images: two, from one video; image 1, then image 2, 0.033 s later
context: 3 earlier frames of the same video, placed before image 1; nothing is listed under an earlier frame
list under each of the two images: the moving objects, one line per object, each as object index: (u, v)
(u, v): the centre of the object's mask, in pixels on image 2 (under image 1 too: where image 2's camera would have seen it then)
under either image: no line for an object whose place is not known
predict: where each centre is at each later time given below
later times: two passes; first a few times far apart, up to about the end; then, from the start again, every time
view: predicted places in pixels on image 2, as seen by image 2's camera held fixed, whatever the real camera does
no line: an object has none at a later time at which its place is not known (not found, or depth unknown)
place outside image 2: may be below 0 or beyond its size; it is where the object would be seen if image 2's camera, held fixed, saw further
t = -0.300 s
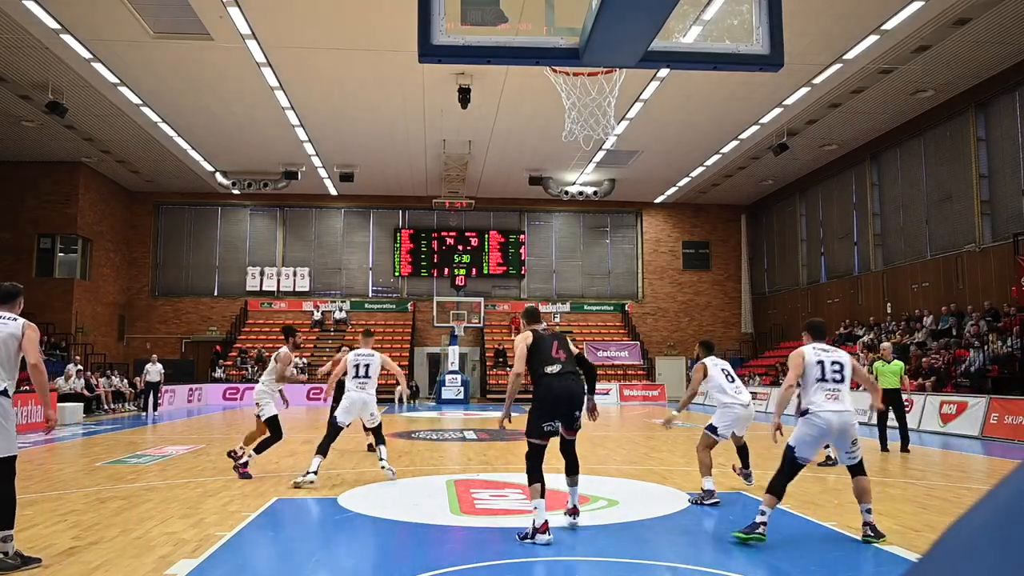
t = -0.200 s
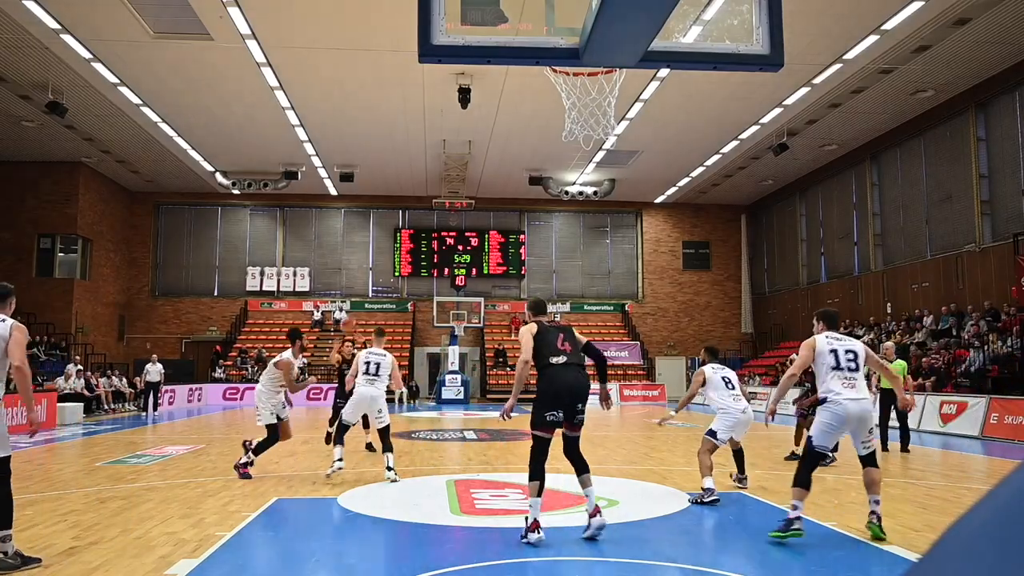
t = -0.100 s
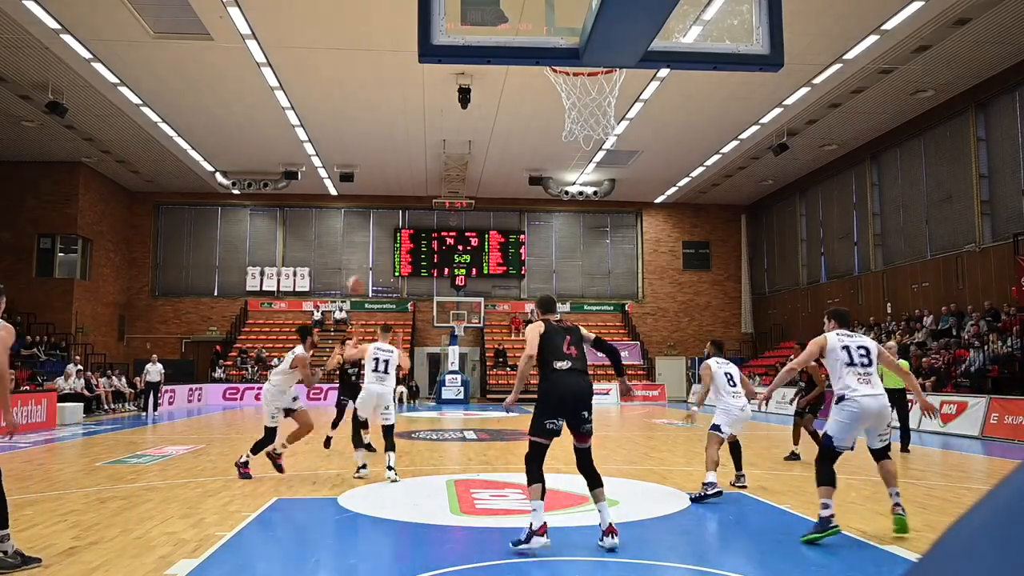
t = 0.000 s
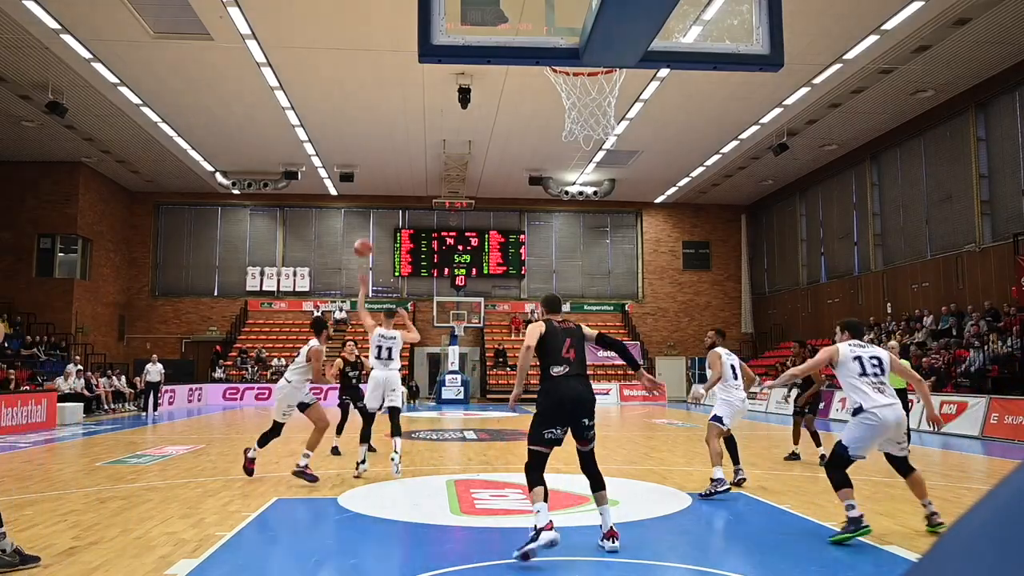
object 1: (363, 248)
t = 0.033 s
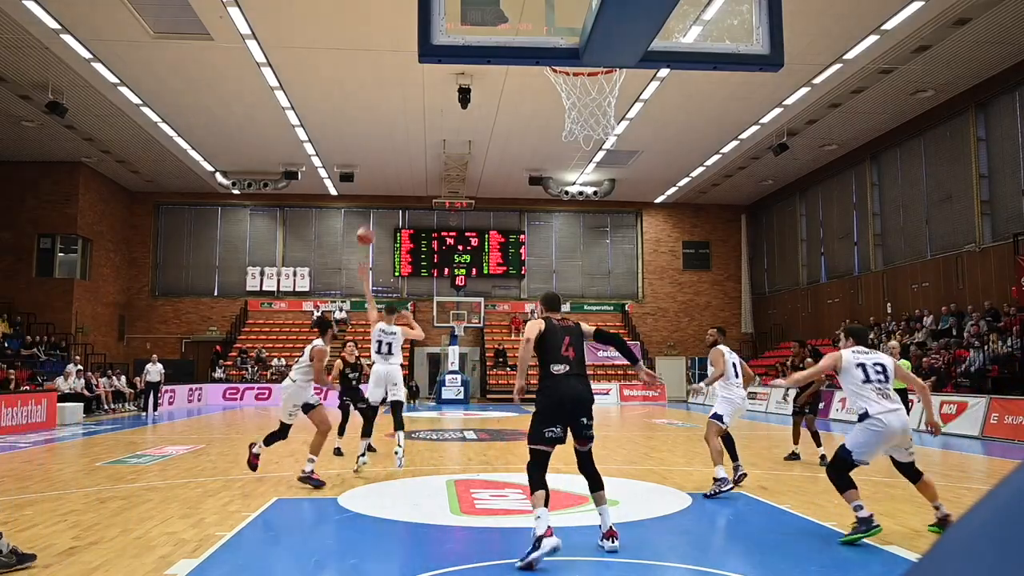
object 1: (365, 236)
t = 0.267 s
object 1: (387, 164)
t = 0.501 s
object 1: (418, 117)
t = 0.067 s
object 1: (369, 224)
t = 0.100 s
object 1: (372, 213)
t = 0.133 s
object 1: (374, 202)
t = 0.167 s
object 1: (378, 193)
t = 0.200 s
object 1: (380, 182)
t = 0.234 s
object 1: (384, 173)
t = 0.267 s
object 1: (387, 164)
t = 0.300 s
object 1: (391, 156)
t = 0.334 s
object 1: (395, 147)
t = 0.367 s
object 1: (399, 141)
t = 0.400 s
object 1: (403, 133)
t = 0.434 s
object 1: (408, 126)
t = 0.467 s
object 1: (413, 121)
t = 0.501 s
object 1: (418, 117)
